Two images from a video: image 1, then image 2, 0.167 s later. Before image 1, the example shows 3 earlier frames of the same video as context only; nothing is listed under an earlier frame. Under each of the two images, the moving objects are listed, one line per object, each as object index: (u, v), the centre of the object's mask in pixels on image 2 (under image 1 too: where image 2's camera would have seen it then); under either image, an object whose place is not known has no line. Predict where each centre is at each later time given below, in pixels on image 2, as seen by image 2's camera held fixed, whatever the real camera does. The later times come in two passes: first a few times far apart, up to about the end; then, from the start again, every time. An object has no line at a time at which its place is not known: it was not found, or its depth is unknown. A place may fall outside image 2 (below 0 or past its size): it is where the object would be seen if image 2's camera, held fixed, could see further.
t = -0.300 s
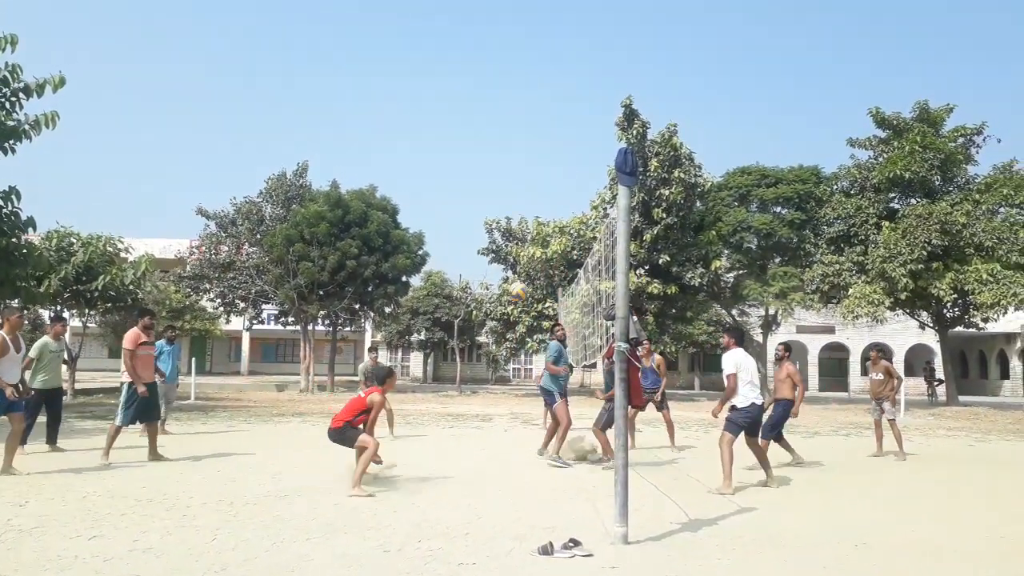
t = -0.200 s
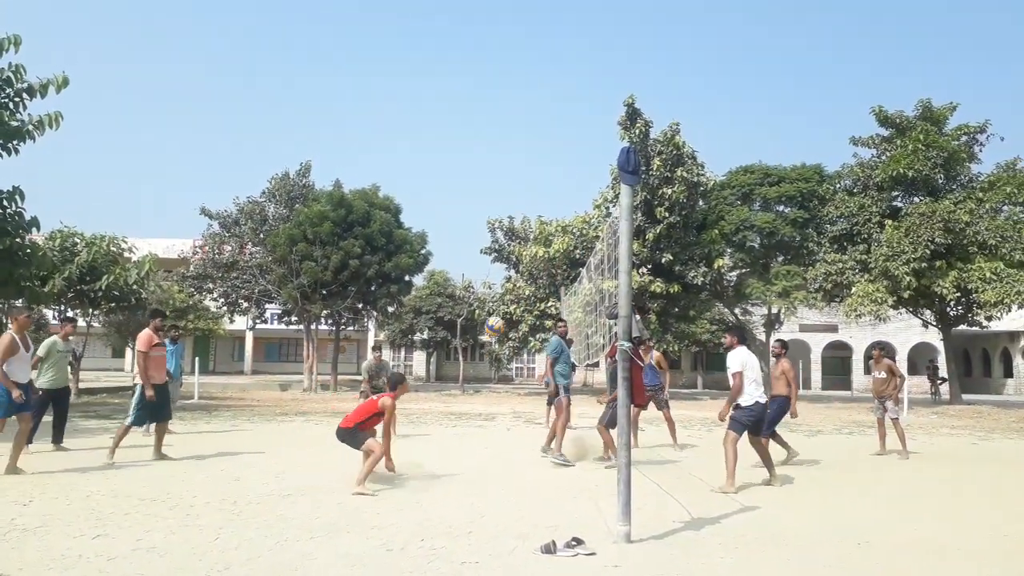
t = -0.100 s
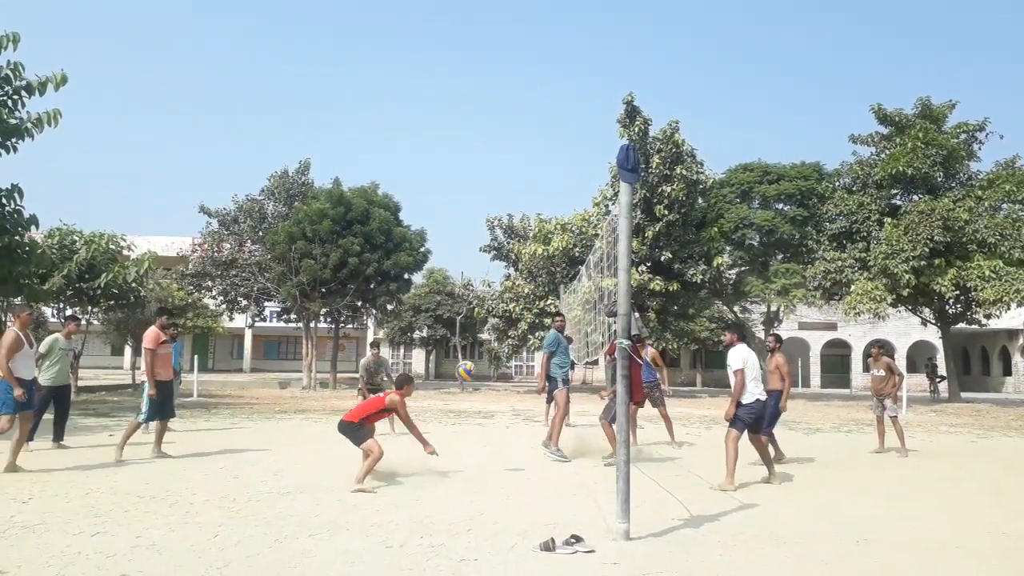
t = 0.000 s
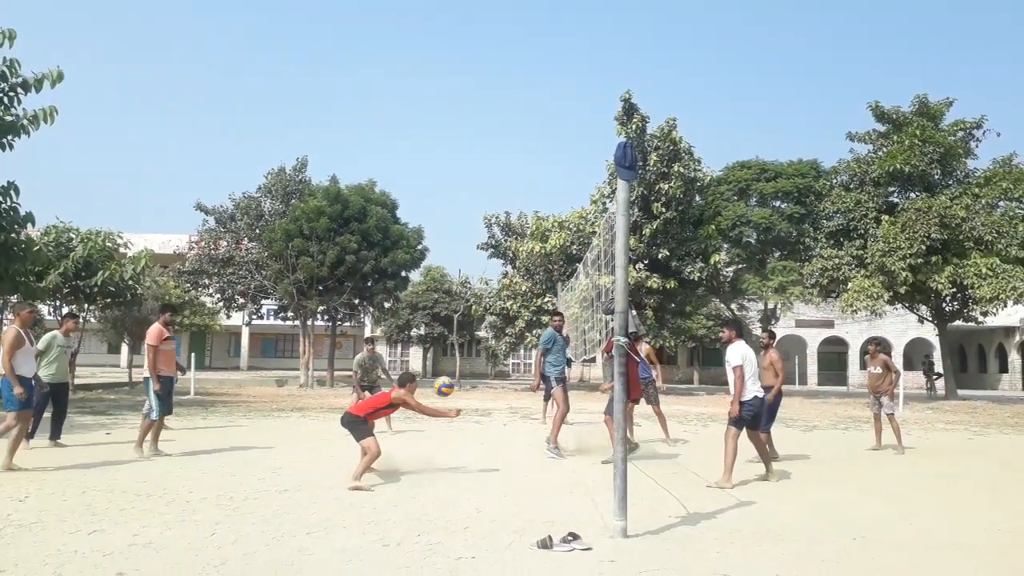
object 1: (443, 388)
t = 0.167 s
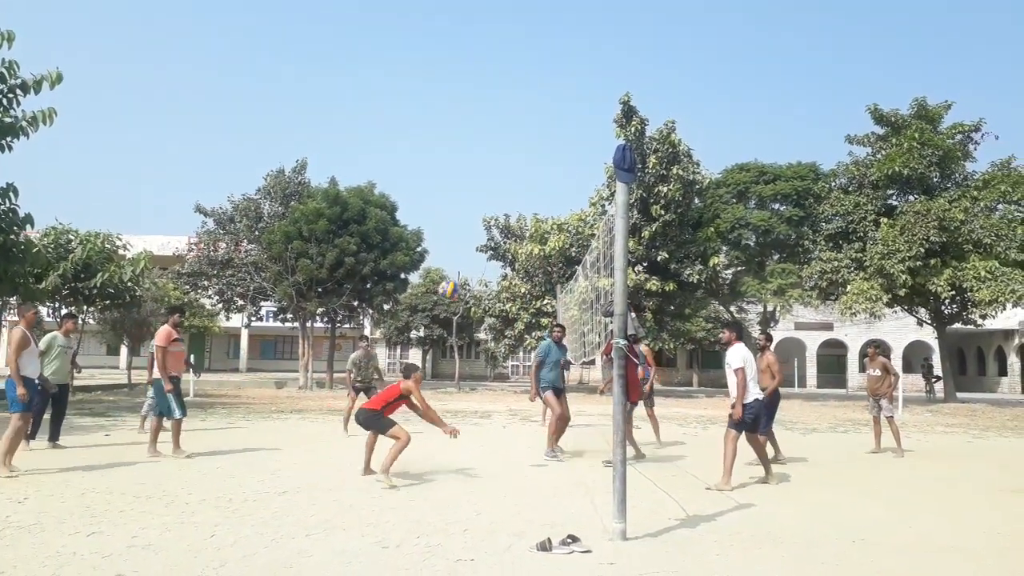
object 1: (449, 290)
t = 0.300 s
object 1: (452, 231)
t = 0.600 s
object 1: (459, 160)
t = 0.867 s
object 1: (462, 165)
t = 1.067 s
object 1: (465, 215)
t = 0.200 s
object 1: (450, 273)
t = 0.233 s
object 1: (451, 259)
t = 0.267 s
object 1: (452, 244)
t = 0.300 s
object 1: (452, 231)
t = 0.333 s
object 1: (453, 219)
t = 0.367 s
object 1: (454, 208)
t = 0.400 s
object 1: (455, 198)
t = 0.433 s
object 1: (456, 189)
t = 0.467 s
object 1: (457, 181)
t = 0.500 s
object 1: (457, 173)
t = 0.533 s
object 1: (457, 168)
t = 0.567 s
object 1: (458, 163)
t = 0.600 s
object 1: (459, 160)
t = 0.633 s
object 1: (459, 157)
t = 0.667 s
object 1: (460, 155)
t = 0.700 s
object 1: (460, 154)
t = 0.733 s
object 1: (460, 154)
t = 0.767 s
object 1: (460, 156)
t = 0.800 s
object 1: (461, 158)
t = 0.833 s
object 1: (461, 162)
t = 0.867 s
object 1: (462, 165)
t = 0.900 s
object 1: (463, 171)
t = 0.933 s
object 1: (464, 178)
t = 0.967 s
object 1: (464, 184)
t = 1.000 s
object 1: (464, 193)
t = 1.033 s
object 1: (465, 203)
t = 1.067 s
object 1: (465, 215)
